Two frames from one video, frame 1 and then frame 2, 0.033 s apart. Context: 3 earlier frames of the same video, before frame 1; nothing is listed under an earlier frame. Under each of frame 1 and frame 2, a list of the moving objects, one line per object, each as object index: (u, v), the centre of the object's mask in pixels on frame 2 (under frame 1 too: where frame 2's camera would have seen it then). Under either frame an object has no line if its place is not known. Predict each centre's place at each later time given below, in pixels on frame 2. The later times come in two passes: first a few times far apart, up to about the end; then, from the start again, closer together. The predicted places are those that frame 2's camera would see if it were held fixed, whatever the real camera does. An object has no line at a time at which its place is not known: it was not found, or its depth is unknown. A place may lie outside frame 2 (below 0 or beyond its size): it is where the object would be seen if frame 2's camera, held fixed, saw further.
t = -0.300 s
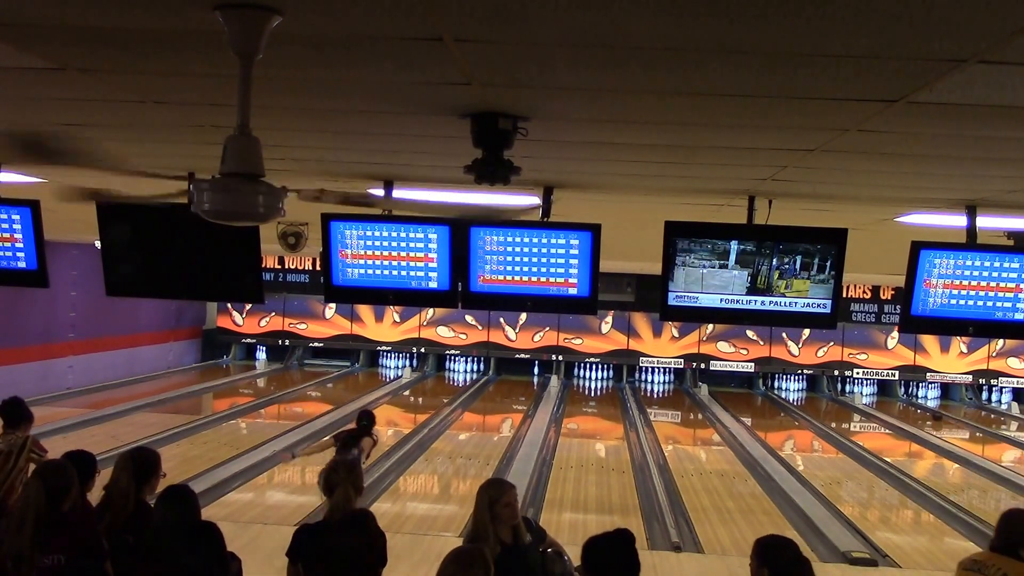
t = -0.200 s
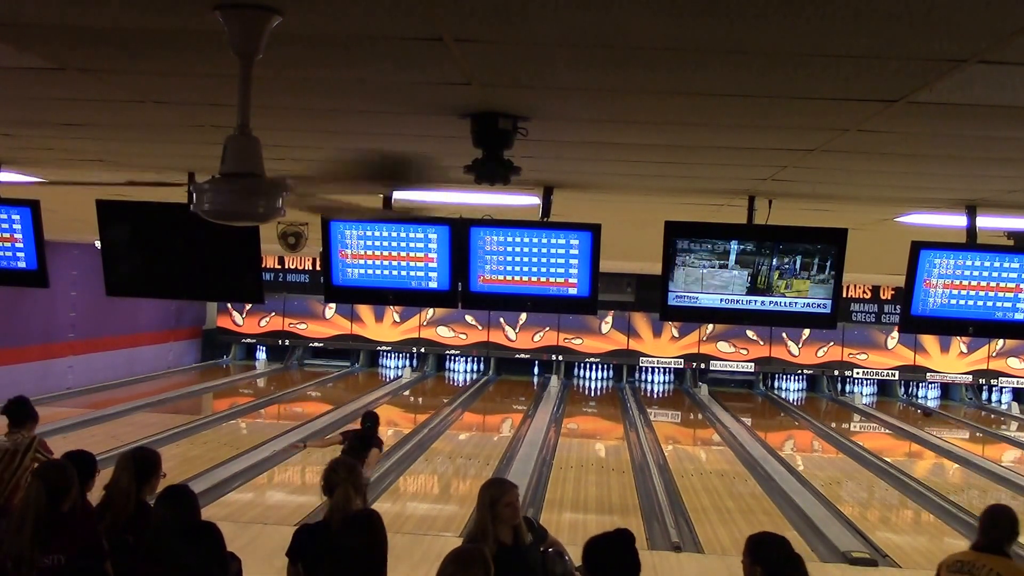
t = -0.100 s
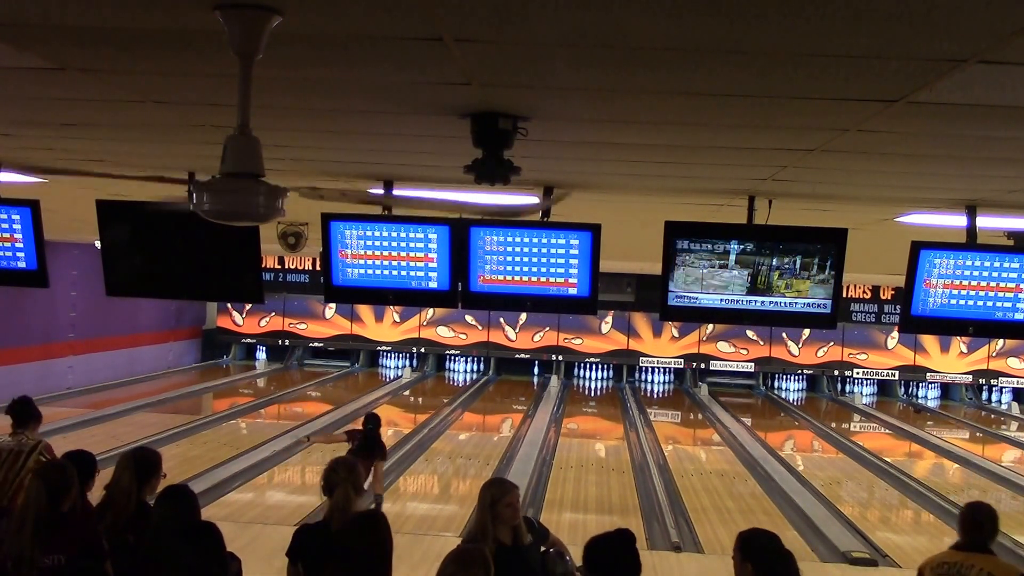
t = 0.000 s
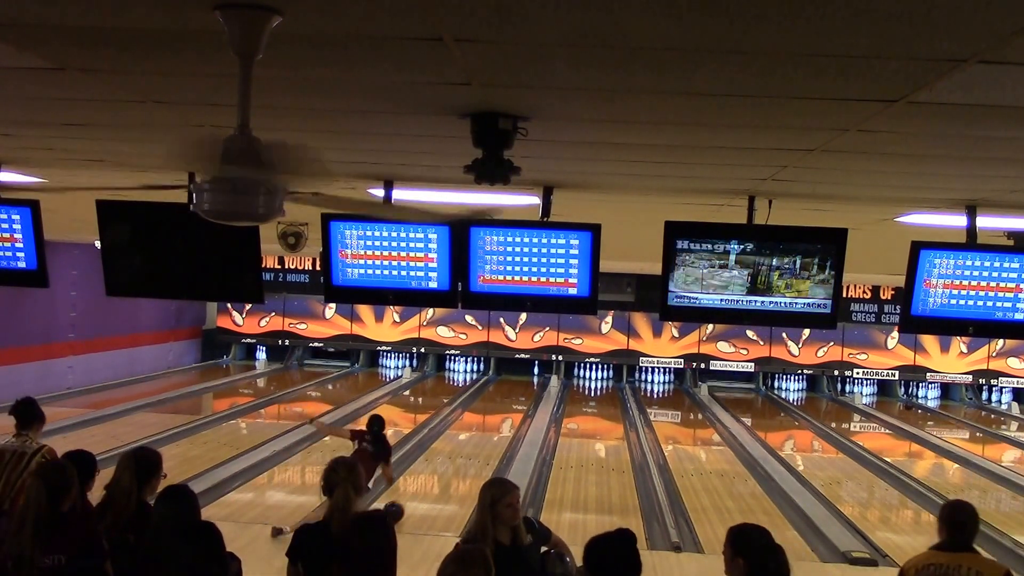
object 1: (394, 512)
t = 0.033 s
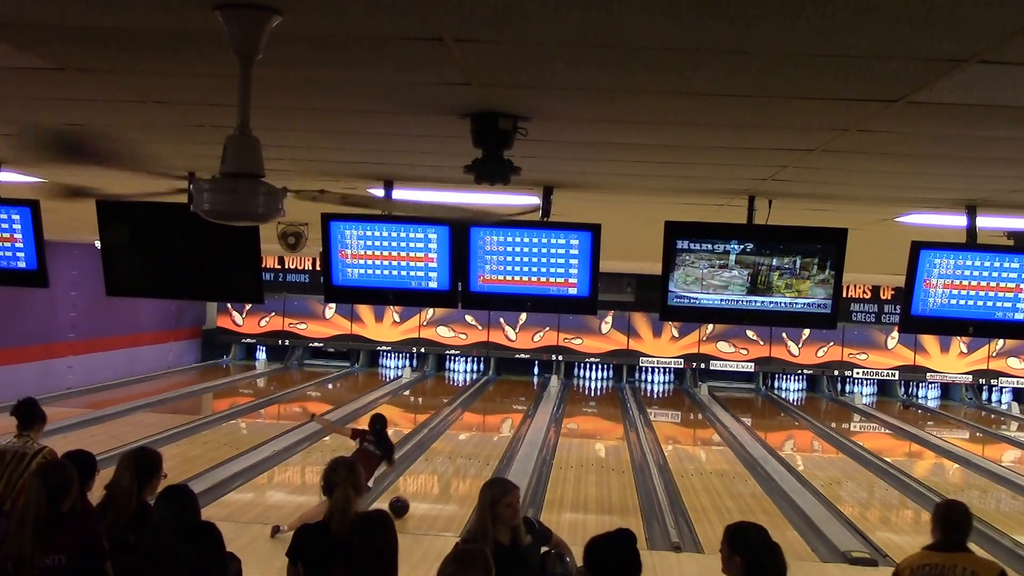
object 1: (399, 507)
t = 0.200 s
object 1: (423, 484)
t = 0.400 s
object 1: (445, 463)
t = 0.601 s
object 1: (463, 446)
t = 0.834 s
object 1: (480, 429)
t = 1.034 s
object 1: (491, 419)
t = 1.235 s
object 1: (501, 409)
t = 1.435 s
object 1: (510, 400)
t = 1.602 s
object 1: (516, 394)
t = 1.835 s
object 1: (523, 387)
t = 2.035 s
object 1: (527, 383)
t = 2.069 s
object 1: (527, 381)
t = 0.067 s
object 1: (404, 502)
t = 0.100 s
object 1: (409, 497)
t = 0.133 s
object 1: (414, 493)
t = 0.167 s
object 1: (418, 488)
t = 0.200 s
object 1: (423, 484)
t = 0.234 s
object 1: (427, 481)
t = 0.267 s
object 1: (431, 477)
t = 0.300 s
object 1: (435, 473)
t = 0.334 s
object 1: (438, 470)
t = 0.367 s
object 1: (442, 466)
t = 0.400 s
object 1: (445, 463)
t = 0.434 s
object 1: (448, 460)
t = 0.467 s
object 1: (452, 457)
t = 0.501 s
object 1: (455, 454)
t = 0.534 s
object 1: (457, 451)
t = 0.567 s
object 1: (460, 448)
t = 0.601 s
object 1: (463, 446)
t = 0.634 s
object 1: (466, 443)
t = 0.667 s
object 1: (469, 440)
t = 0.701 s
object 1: (471, 438)
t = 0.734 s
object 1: (473, 436)
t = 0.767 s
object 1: (476, 433)
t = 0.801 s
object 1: (478, 431)
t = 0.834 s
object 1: (480, 429)
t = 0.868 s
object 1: (482, 427)
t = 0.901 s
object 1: (484, 425)
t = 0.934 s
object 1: (486, 424)
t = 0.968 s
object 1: (488, 422)
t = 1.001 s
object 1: (490, 420)
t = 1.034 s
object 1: (491, 419)
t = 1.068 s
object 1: (493, 417)
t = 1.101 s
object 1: (495, 415)
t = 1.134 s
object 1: (497, 413)
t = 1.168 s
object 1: (498, 412)
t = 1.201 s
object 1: (500, 410)
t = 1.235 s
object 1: (501, 409)
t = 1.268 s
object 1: (503, 408)
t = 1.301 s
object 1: (504, 406)
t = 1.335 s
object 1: (506, 404)
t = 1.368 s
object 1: (507, 403)
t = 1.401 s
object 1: (508, 402)
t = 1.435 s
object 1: (510, 400)
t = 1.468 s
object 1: (511, 399)
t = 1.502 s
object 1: (512, 398)
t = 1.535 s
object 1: (513, 397)
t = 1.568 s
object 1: (514, 396)
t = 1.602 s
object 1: (516, 394)
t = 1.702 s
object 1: (519, 391)
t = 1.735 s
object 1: (520, 390)
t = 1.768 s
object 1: (521, 389)
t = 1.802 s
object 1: (522, 388)
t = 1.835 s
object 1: (523, 387)
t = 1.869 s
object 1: (523, 387)
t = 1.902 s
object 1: (524, 385)
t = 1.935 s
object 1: (525, 384)
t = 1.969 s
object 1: (526, 383)
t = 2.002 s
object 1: (527, 383)
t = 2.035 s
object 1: (527, 383)
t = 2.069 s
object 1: (527, 381)
